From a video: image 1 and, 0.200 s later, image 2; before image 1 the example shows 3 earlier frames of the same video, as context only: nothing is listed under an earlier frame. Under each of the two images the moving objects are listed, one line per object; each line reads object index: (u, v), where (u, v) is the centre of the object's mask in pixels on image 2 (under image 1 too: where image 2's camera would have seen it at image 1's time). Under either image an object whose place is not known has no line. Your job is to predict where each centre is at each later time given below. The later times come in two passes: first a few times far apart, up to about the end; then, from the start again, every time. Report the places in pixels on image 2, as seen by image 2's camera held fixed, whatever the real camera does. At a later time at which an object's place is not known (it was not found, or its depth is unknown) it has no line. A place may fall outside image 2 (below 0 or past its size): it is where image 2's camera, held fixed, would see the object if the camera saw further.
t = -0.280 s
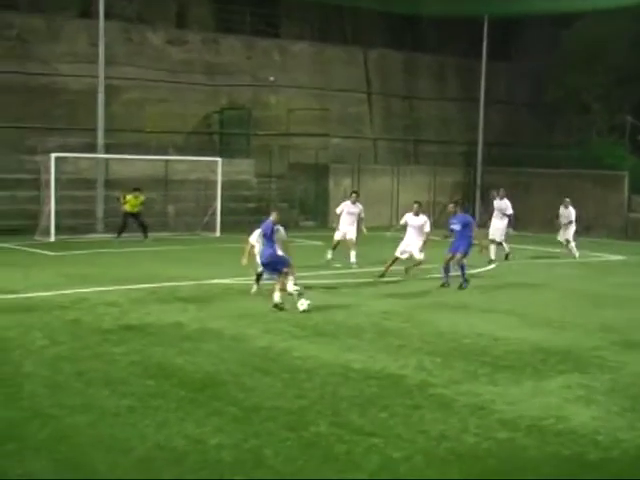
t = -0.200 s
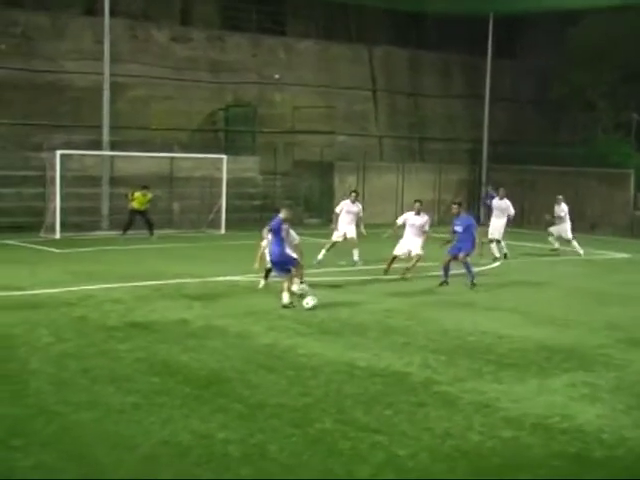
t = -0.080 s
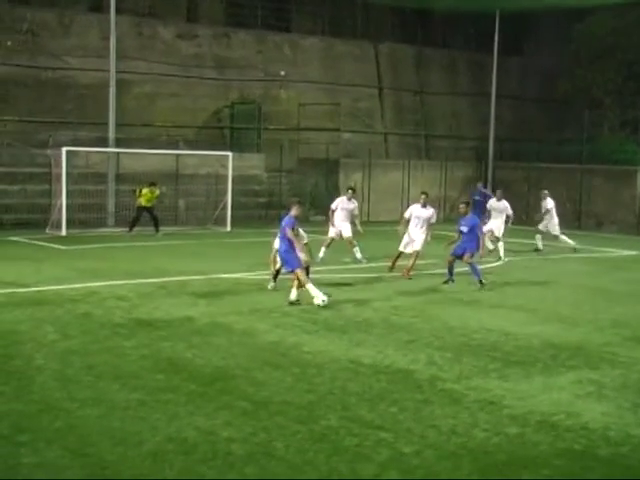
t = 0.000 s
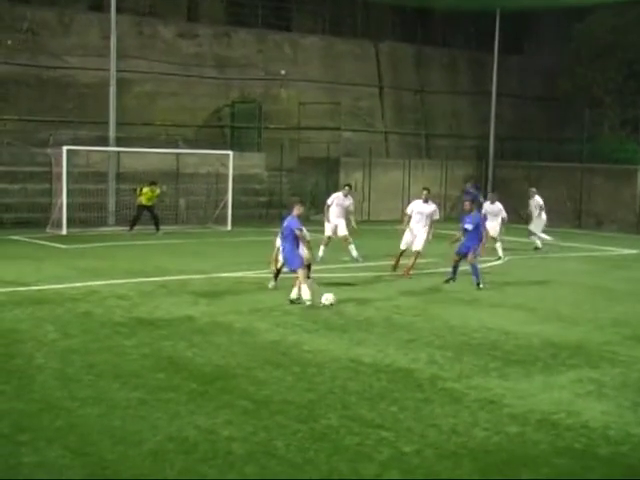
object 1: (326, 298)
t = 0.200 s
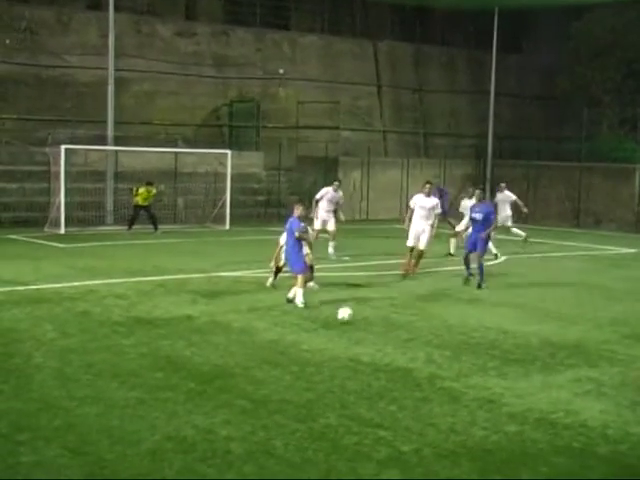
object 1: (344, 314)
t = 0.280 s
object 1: (351, 315)
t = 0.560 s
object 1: (378, 331)
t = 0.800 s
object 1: (400, 348)
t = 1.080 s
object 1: (427, 367)
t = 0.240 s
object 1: (348, 313)
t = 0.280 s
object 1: (351, 315)
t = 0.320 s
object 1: (355, 317)
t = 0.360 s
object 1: (359, 321)
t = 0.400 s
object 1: (362, 325)
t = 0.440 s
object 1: (366, 326)
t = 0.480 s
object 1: (370, 326)
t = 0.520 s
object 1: (374, 328)
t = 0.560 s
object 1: (378, 331)
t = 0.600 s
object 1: (381, 336)
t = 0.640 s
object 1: (385, 337)
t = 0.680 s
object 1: (388, 339)
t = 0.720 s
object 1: (392, 343)
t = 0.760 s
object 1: (396, 345)
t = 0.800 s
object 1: (400, 348)
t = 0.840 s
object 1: (404, 351)
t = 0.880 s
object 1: (408, 354)
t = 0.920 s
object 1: (412, 356)
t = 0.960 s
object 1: (415, 358)
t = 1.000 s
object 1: (419, 361)
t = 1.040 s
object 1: (423, 364)
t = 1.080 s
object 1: (427, 367)
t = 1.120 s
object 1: (432, 370)
